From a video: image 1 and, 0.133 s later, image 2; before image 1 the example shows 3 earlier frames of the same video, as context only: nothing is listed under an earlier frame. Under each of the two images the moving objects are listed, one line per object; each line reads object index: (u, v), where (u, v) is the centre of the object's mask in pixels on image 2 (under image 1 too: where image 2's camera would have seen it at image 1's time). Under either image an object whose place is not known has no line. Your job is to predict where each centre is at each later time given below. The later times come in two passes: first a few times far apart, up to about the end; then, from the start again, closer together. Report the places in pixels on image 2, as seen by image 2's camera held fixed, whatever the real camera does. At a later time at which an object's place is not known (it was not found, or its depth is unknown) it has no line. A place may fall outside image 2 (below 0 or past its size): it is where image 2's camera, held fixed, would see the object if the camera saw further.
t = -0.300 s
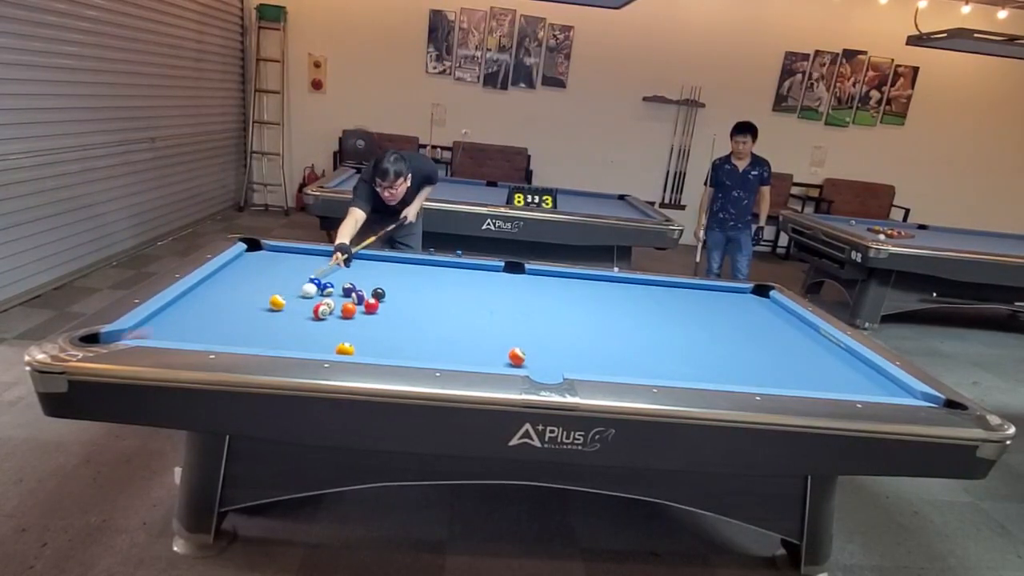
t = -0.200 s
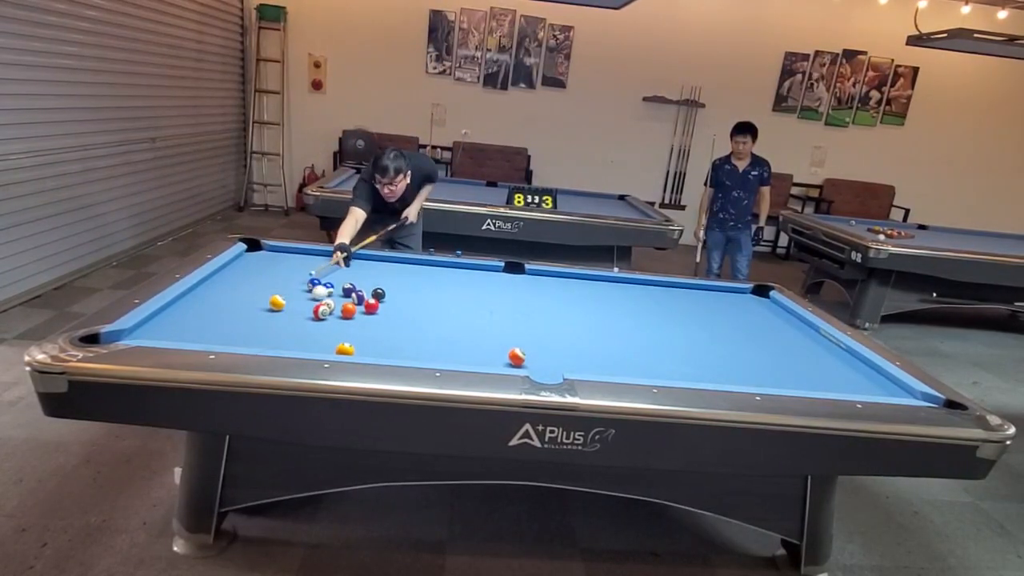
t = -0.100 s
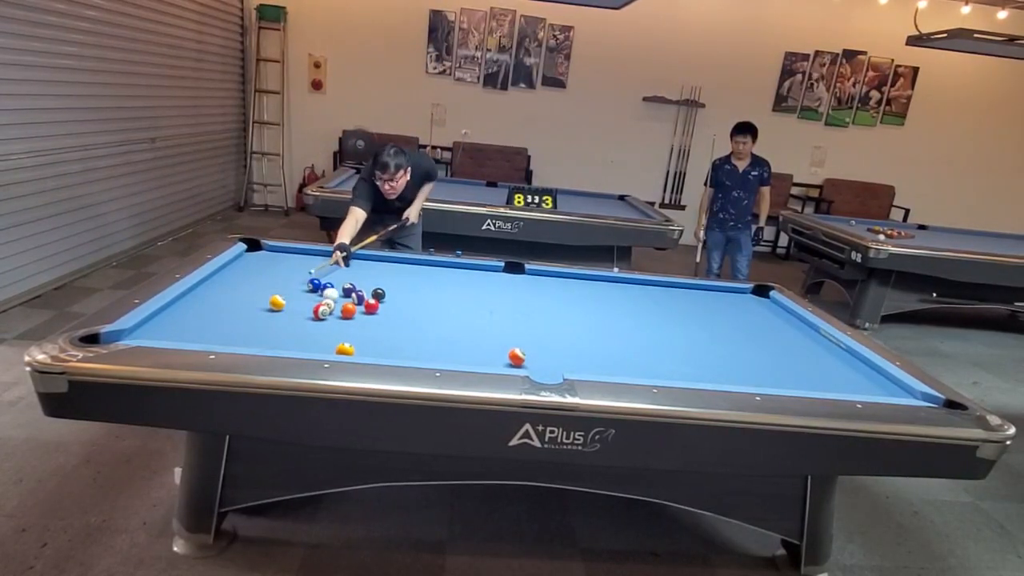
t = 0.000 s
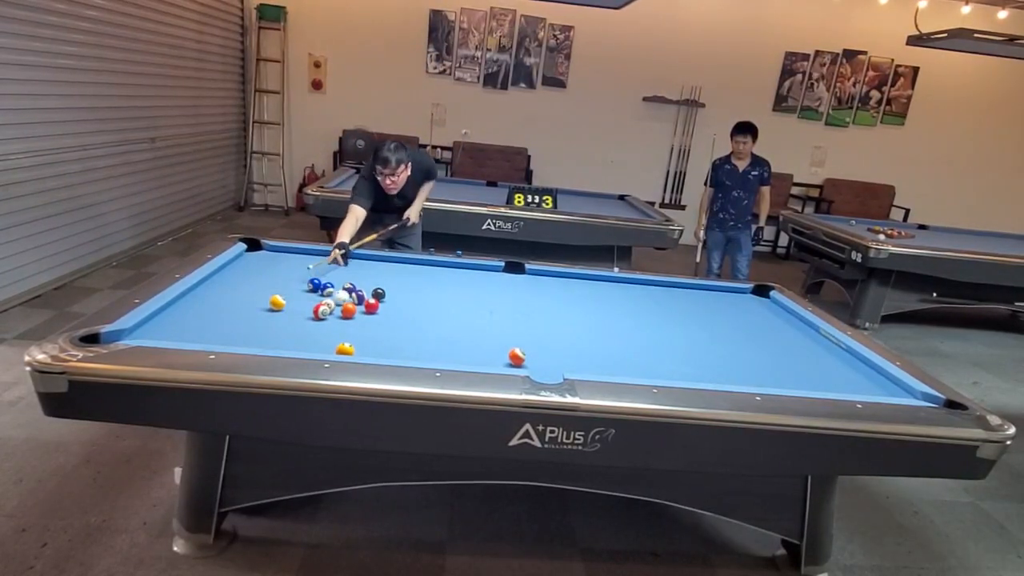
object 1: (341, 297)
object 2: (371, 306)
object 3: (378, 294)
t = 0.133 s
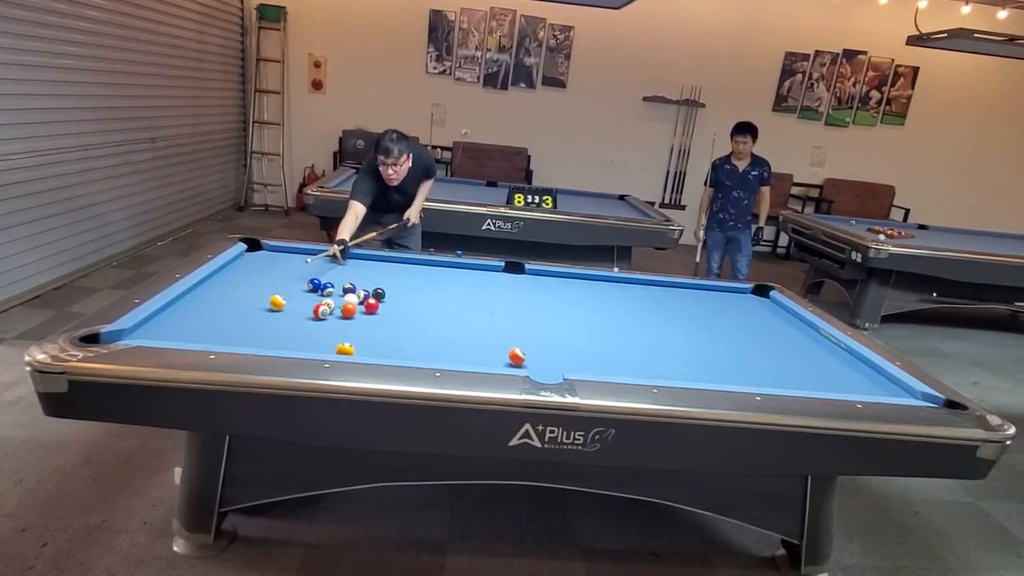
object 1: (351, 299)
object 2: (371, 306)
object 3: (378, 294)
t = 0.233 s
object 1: (357, 303)
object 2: (371, 306)
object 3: (379, 294)
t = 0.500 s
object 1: (360, 308)
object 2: (384, 308)
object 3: (383, 293)
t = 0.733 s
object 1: (366, 310)
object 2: (394, 310)
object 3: (385, 293)
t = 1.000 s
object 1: (371, 312)
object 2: (404, 312)
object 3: (387, 293)
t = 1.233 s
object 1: (375, 314)
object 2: (412, 313)
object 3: (389, 293)
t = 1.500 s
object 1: (379, 315)
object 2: (420, 315)
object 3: (388, 293)
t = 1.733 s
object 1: (382, 317)
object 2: (426, 316)
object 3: (389, 293)
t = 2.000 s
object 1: (385, 317)
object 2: (432, 316)
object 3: (389, 293)
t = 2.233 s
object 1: (386, 318)
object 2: (435, 317)
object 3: (389, 293)
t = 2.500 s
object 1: (387, 318)
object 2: (437, 318)
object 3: (389, 293)
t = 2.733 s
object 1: (388, 318)
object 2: (439, 318)
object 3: (389, 293)
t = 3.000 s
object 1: (387, 318)
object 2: (439, 318)
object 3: (389, 293)
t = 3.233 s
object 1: (388, 318)
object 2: (438, 318)
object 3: (389, 293)
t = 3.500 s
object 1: (388, 318)
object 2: (439, 318)
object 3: (389, 293)
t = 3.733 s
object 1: (388, 318)
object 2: (439, 318)
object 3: (389, 293)
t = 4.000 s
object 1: (388, 318)
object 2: (439, 318)
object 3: (389, 293)
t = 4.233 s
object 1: (388, 318)
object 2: (439, 318)
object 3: (389, 293)
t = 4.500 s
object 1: (388, 318)
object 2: (439, 318)
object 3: (389, 293)
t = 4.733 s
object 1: (388, 318)
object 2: (439, 318)
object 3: (389, 293)
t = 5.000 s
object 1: (388, 318)
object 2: (439, 318)
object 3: (389, 293)
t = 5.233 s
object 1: (388, 318)
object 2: (438, 318)
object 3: (389, 293)
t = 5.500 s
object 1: (388, 318)
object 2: (439, 318)
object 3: (389, 293)
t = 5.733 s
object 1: (388, 318)
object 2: (439, 318)
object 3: (389, 293)
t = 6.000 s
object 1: (388, 318)
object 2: (438, 318)
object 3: (389, 293)
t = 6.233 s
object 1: (388, 318)
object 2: (439, 318)
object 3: (389, 293)
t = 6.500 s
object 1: (388, 318)
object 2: (439, 318)
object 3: (389, 293)
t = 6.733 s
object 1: (388, 318)
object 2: (439, 318)
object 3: (389, 293)
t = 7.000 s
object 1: (388, 318)
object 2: (439, 318)
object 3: (389, 293)
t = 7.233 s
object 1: (388, 318)
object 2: (439, 318)
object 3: (389, 293)
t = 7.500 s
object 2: (438, 318)
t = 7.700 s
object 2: (439, 318)
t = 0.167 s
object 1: (353, 300)
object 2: (371, 306)
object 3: (378, 294)
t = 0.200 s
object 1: (355, 301)
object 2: (371, 306)
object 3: (378, 294)
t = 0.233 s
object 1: (357, 303)
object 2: (371, 306)
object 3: (379, 294)
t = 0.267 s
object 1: (357, 303)
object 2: (373, 306)
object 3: (380, 293)
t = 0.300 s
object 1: (357, 304)
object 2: (374, 306)
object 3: (380, 293)
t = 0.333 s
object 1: (358, 304)
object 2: (376, 307)
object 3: (381, 294)
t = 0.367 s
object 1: (358, 305)
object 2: (378, 307)
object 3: (382, 294)
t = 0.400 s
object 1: (359, 306)
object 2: (379, 307)
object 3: (382, 293)
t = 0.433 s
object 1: (359, 306)
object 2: (381, 307)
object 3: (383, 293)
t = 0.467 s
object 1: (360, 307)
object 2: (382, 307)
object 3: (383, 293)
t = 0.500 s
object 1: (360, 308)
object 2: (384, 308)
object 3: (383, 293)
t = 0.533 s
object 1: (361, 308)
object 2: (385, 308)
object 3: (384, 294)
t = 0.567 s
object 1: (362, 308)
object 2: (387, 308)
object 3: (384, 294)
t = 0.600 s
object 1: (362, 309)
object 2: (388, 309)
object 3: (385, 294)
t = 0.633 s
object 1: (363, 309)
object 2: (390, 309)
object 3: (384, 294)
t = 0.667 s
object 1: (364, 309)
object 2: (391, 309)
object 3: (384, 293)
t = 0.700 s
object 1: (365, 309)
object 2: (392, 309)
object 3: (385, 293)
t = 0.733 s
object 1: (366, 310)
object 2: (394, 310)
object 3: (385, 293)
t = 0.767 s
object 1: (366, 310)
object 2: (395, 310)
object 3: (386, 293)
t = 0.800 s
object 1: (367, 311)
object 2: (396, 310)
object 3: (386, 293)
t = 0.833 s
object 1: (368, 311)
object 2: (398, 310)
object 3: (386, 293)
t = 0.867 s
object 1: (368, 311)
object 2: (399, 311)
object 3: (387, 293)
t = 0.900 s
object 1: (369, 311)
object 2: (400, 311)
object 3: (387, 293)
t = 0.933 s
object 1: (370, 311)
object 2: (402, 311)
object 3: (387, 293)
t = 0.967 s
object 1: (370, 312)
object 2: (403, 312)
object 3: (387, 293)
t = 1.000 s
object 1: (371, 312)
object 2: (404, 312)
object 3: (387, 293)
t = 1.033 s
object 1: (371, 312)
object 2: (405, 312)
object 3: (388, 293)
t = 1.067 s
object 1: (372, 312)
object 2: (406, 312)
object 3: (388, 293)
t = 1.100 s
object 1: (373, 312)
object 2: (407, 313)
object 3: (388, 293)
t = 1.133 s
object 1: (373, 313)
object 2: (409, 313)
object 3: (388, 293)
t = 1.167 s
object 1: (374, 313)
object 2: (410, 313)
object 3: (388, 293)
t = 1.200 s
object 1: (374, 313)
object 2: (411, 313)
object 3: (389, 293)
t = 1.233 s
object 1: (375, 314)
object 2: (412, 313)
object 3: (389, 293)
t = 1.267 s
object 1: (376, 314)
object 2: (413, 313)
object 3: (389, 293)
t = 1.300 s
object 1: (376, 314)
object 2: (414, 314)
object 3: (389, 293)
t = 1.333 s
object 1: (377, 314)
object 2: (415, 314)
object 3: (388, 293)
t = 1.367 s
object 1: (377, 314)
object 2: (416, 314)
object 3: (388, 293)
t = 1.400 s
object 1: (378, 315)
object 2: (417, 314)
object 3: (388, 293)
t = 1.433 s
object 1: (378, 315)
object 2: (418, 314)
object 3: (388, 293)
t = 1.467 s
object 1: (379, 315)
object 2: (419, 315)
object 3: (388, 293)
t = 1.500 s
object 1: (379, 315)
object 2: (420, 315)
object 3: (388, 293)
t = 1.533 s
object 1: (380, 315)
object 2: (421, 315)
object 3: (388, 293)
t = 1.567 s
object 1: (380, 316)
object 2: (422, 315)
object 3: (388, 293)
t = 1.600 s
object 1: (381, 316)
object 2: (423, 315)
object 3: (388, 293)
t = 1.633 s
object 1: (381, 316)
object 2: (423, 315)
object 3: (389, 293)
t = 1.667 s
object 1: (382, 316)
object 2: (424, 315)
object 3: (389, 294)
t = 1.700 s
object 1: (382, 316)
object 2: (425, 316)
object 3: (389, 293)
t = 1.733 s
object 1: (382, 317)
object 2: (426, 316)
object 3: (389, 293)
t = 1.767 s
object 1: (383, 317)
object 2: (427, 316)
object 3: (389, 293)
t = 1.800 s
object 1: (383, 317)
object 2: (427, 316)
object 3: (389, 293)
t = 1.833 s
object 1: (383, 317)
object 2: (428, 316)
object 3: (389, 293)
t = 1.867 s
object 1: (384, 317)
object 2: (429, 316)
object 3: (389, 293)
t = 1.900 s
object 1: (384, 317)
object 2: (430, 316)
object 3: (389, 293)
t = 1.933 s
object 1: (384, 317)
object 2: (430, 316)
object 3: (389, 293)
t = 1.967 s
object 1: (384, 317)
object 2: (431, 316)
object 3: (389, 293)
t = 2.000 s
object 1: (385, 317)
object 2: (432, 316)
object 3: (389, 293)
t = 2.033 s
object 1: (385, 318)
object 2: (432, 316)
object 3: (389, 293)
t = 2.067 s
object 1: (385, 318)
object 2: (433, 316)
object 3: (389, 293)
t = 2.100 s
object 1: (385, 318)
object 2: (433, 317)
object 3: (389, 293)
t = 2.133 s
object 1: (385, 317)
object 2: (433, 317)
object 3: (389, 293)
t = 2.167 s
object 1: (385, 318)
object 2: (434, 317)
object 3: (389, 293)
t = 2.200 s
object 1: (386, 318)
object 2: (434, 317)
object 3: (389, 293)
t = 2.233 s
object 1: (386, 318)
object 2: (435, 317)
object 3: (389, 293)
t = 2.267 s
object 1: (386, 318)
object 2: (435, 317)
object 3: (389, 293)
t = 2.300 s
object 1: (386, 318)
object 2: (435, 317)
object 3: (389, 293)
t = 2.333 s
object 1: (386, 318)
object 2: (436, 317)
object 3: (389, 293)
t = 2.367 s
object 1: (386, 318)
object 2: (436, 317)
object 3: (389, 293)
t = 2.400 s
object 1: (387, 318)
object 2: (436, 318)
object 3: (389, 293)
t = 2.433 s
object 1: (387, 318)
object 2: (437, 318)
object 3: (389, 293)
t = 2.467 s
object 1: (387, 318)
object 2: (437, 318)
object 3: (389, 293)
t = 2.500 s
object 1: (387, 318)
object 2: (437, 318)
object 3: (389, 293)
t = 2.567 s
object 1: (387, 318)
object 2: (438, 318)
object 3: (389, 293)
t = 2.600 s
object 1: (387, 318)
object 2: (438, 318)
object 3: (389, 293)
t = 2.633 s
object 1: (388, 318)
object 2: (438, 318)
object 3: (389, 293)
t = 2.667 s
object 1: (388, 318)
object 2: (438, 318)
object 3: (389, 293)
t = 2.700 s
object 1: (388, 318)
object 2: (439, 318)
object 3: (389, 293)
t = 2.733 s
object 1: (388, 318)
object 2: (439, 318)
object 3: (389, 293)
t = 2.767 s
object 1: (388, 318)
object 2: (439, 318)
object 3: (389, 293)
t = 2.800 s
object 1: (387, 319)
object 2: (439, 318)
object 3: (389, 293)
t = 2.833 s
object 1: (387, 318)
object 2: (439, 318)
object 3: (389, 293)
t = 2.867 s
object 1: (388, 318)
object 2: (439, 318)
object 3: (389, 293)
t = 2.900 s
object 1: (388, 318)
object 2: (439, 318)
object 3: (389, 293)
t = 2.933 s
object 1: (387, 318)
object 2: (439, 318)
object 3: (389, 293)
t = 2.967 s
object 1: (387, 318)
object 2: (439, 318)
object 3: (389, 293)
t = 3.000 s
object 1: (387, 318)
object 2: (439, 318)
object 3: (389, 293)
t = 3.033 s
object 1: (387, 318)
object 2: (439, 318)
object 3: (389, 293)
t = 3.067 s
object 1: (387, 318)
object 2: (439, 318)
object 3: (389, 293)
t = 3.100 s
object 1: (388, 318)
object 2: (439, 318)
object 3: (389, 293)
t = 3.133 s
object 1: (388, 318)
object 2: (439, 318)
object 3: (389, 293)
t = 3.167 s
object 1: (388, 318)
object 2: (439, 318)
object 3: (389, 293)
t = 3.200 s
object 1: (388, 318)
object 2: (439, 318)
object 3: (389, 293)
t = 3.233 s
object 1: (388, 318)
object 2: (438, 318)
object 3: (389, 293)
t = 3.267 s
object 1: (388, 318)
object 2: (438, 318)
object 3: (389, 293)
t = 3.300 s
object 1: (388, 318)
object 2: (438, 318)
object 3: (389, 293)
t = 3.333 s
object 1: (388, 318)
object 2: (439, 318)
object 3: (389, 293)
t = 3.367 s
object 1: (388, 318)
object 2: (438, 318)
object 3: (389, 293)
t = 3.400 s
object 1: (388, 318)
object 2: (438, 318)
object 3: (389, 293)
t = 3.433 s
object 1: (388, 318)
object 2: (439, 318)
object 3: (389, 293)
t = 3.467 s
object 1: (388, 318)
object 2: (439, 318)
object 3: (389, 293)
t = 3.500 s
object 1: (388, 318)
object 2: (439, 318)
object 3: (389, 293)
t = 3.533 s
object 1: (388, 318)
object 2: (438, 318)
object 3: (389, 293)
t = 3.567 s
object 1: (388, 318)
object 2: (438, 318)
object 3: (389, 293)
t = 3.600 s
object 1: (388, 318)
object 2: (439, 318)
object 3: (389, 293)
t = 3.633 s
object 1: (388, 318)
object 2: (439, 318)
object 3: (389, 293)
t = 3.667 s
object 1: (388, 318)
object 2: (439, 318)
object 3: (389, 293)
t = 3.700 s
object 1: (388, 318)
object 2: (438, 318)
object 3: (389, 293)
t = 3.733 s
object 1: (388, 318)
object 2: (439, 318)
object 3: (389, 293)
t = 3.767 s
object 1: (388, 318)
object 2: (439, 318)
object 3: (389, 293)
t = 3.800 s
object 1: (388, 318)
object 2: (439, 318)
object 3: (389, 293)
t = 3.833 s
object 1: (388, 318)
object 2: (439, 318)
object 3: (389, 293)
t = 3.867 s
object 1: (388, 318)
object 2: (439, 318)
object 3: (389, 293)
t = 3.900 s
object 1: (388, 318)
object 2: (439, 318)
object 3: (389, 293)
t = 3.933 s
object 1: (388, 318)
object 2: (439, 318)
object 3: (389, 293)
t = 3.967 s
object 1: (388, 318)
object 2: (439, 318)
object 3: (389, 293)
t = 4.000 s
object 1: (388, 318)
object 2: (439, 318)
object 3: (389, 293)
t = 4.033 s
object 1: (388, 318)
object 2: (439, 318)
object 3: (389, 293)
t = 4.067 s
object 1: (388, 318)
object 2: (439, 318)
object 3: (389, 293)
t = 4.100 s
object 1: (388, 318)
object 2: (439, 318)
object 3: (389, 293)
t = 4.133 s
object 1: (388, 318)
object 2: (439, 318)
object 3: (389, 293)
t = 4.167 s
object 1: (388, 318)
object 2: (439, 318)
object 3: (389, 293)
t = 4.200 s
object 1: (388, 318)
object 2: (439, 318)
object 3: (389, 293)
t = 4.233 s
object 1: (388, 318)
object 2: (439, 318)
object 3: (389, 293)
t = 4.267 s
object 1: (388, 318)
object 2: (439, 318)
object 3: (389, 293)
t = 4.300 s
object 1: (388, 318)
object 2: (439, 318)
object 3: (389, 293)
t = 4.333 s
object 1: (388, 318)
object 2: (439, 318)
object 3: (389, 293)
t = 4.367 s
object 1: (388, 318)
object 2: (439, 318)
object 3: (389, 293)
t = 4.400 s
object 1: (388, 318)
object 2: (439, 318)
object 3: (389, 293)
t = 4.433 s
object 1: (388, 318)
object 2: (439, 318)
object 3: (389, 293)
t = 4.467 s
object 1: (388, 318)
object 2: (439, 318)
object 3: (389, 293)
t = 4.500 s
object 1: (388, 318)
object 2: (439, 318)
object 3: (389, 293)
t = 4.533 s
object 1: (388, 318)
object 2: (439, 318)
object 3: (389, 293)
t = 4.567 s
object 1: (388, 318)
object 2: (439, 318)
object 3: (389, 293)
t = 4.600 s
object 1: (388, 318)
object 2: (439, 318)
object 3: (389, 293)
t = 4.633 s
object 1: (388, 318)
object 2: (439, 318)
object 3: (389, 293)
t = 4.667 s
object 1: (388, 318)
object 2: (439, 318)
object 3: (389, 293)
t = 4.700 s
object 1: (388, 318)
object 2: (439, 318)
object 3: (389, 293)
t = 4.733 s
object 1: (388, 318)
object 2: (439, 318)
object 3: (389, 293)
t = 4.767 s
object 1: (388, 318)
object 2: (439, 318)
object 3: (389, 293)
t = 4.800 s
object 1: (388, 318)
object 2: (439, 318)
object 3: (389, 293)
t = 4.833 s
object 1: (388, 318)
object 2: (439, 318)
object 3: (389, 293)
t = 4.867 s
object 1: (388, 318)
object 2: (439, 318)
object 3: (389, 293)
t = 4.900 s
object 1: (388, 318)
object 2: (439, 318)
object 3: (389, 293)
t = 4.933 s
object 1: (388, 318)
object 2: (439, 318)
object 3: (389, 293)
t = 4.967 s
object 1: (388, 318)
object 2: (439, 318)
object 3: (389, 293)
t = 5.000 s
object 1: (388, 318)
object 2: (439, 318)
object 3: (389, 293)
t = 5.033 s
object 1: (388, 318)
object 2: (439, 318)
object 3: (389, 293)
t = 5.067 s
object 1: (388, 318)
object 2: (439, 318)
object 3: (389, 293)
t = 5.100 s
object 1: (388, 318)
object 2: (439, 318)
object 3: (389, 293)
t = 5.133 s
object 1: (388, 318)
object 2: (439, 318)
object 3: (389, 293)
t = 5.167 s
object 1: (388, 318)
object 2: (439, 318)
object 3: (389, 293)
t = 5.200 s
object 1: (388, 318)
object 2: (439, 318)
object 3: (389, 293)
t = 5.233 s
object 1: (388, 318)
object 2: (438, 318)
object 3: (389, 293)
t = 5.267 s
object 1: (388, 318)
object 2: (439, 318)
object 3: (389, 293)
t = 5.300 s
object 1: (388, 318)
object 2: (439, 318)
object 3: (389, 293)
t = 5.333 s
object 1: (388, 318)
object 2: (439, 318)
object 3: (389, 293)
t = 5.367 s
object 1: (388, 318)
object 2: (439, 318)
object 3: (389, 293)
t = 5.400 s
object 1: (388, 318)
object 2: (439, 318)
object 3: (389, 293)
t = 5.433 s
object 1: (388, 318)
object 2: (439, 318)
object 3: (389, 293)
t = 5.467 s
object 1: (388, 318)
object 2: (439, 318)
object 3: (389, 293)
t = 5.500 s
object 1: (388, 318)
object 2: (439, 318)
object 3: (389, 293)
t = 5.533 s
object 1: (388, 318)
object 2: (439, 318)
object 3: (389, 293)
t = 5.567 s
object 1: (388, 318)
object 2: (439, 318)
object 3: (389, 293)
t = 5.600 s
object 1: (388, 318)
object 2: (439, 318)
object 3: (389, 293)
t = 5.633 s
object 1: (388, 318)
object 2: (438, 318)
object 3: (389, 293)
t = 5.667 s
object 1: (388, 318)
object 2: (438, 318)
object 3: (389, 293)
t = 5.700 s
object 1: (388, 318)
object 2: (439, 318)
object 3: (389, 293)
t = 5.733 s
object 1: (388, 318)
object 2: (439, 318)
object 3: (389, 293)
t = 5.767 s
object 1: (388, 318)
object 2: (439, 318)
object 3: (389, 293)
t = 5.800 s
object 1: (388, 318)
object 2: (439, 318)
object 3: (389, 293)
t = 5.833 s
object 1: (388, 318)
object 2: (438, 318)
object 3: (389, 293)
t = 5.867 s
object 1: (388, 318)
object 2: (438, 318)
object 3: (389, 293)
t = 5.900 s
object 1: (388, 318)
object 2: (439, 318)
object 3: (389, 293)
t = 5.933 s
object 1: (388, 318)
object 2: (439, 318)
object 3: (389, 293)
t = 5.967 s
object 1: (388, 318)
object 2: (439, 318)
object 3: (389, 293)
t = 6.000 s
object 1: (388, 318)
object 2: (438, 318)
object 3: (389, 293)
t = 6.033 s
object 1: (388, 318)
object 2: (439, 318)
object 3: (389, 293)
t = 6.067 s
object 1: (388, 318)
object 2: (439, 318)
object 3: (389, 293)
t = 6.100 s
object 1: (388, 318)
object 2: (439, 318)
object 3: (389, 293)
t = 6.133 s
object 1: (388, 318)
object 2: (439, 318)
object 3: (389, 293)
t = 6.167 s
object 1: (388, 318)
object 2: (439, 318)
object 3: (389, 293)
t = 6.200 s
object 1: (388, 318)
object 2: (439, 318)
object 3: (389, 293)
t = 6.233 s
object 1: (388, 318)
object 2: (439, 318)
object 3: (389, 293)
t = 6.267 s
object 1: (388, 318)
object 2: (439, 318)
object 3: (389, 293)
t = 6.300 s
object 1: (388, 318)
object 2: (439, 318)
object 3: (389, 293)
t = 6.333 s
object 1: (388, 318)
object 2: (439, 318)
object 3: (389, 293)
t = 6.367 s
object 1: (388, 318)
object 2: (439, 318)
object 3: (389, 293)
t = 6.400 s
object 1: (388, 318)
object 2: (439, 318)
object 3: (389, 293)
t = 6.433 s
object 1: (388, 318)
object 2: (439, 318)
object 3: (389, 293)
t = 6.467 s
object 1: (388, 318)
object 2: (439, 318)
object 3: (389, 293)
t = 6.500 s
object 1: (388, 318)
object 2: (439, 318)
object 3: (389, 293)
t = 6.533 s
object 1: (388, 318)
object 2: (439, 318)
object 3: (389, 293)
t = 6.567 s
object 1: (388, 318)
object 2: (438, 318)
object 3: (388, 293)
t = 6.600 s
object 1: (388, 318)
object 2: (439, 318)
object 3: (389, 293)
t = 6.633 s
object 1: (388, 318)
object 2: (439, 318)
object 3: (389, 293)
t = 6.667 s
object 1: (388, 318)
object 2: (439, 318)
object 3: (389, 293)
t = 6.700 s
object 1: (388, 318)
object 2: (439, 318)
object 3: (389, 293)
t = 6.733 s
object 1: (388, 318)
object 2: (439, 318)
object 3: (389, 293)
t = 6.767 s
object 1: (388, 318)
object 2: (439, 318)
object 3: (389, 293)
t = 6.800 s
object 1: (388, 318)
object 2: (439, 318)
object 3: (389, 293)
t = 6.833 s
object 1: (388, 318)
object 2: (439, 318)
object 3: (389, 293)
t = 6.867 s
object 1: (388, 318)
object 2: (439, 318)
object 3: (389, 293)
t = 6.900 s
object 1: (388, 318)
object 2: (439, 318)
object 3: (389, 293)
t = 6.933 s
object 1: (388, 318)
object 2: (439, 318)
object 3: (389, 293)
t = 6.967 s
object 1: (388, 318)
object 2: (439, 318)
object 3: (389, 293)
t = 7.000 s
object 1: (388, 318)
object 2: (439, 318)
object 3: (389, 293)
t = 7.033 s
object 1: (388, 318)
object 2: (439, 318)
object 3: (389, 293)
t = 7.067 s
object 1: (388, 318)
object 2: (439, 318)
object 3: (389, 293)
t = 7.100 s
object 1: (388, 318)
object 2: (439, 318)
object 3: (389, 293)
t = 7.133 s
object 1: (388, 318)
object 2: (439, 318)
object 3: (389, 293)
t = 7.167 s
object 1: (388, 318)
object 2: (439, 318)
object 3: (389, 293)
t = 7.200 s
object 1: (388, 318)
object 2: (439, 318)
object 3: (389, 293)
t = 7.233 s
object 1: (388, 318)
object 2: (439, 318)
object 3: (389, 293)
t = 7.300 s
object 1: (388, 318)
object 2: (439, 318)
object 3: (389, 293)
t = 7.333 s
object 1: (388, 318)
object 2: (439, 318)
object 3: (389, 293)
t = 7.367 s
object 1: (388, 318)
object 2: (439, 318)
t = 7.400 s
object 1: (388, 318)
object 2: (439, 318)
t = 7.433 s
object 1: (388, 318)
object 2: (438, 318)
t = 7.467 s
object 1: (388, 318)
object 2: (438, 318)
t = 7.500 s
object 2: (438, 318)
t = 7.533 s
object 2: (439, 318)
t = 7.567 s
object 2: (439, 318)
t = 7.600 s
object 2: (439, 318)
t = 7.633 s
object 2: (439, 318)
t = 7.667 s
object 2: (439, 318)
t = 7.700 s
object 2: (439, 318)
